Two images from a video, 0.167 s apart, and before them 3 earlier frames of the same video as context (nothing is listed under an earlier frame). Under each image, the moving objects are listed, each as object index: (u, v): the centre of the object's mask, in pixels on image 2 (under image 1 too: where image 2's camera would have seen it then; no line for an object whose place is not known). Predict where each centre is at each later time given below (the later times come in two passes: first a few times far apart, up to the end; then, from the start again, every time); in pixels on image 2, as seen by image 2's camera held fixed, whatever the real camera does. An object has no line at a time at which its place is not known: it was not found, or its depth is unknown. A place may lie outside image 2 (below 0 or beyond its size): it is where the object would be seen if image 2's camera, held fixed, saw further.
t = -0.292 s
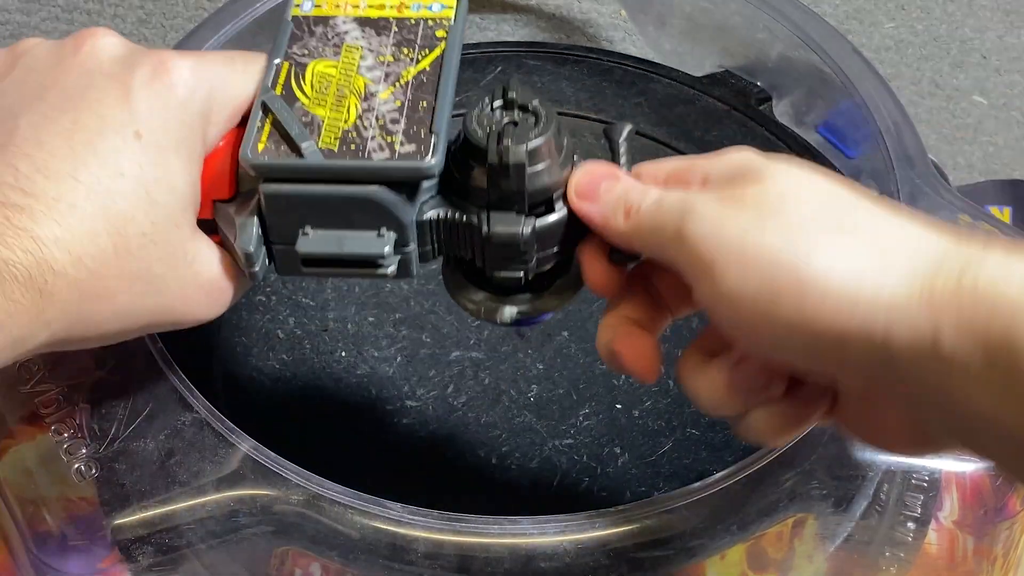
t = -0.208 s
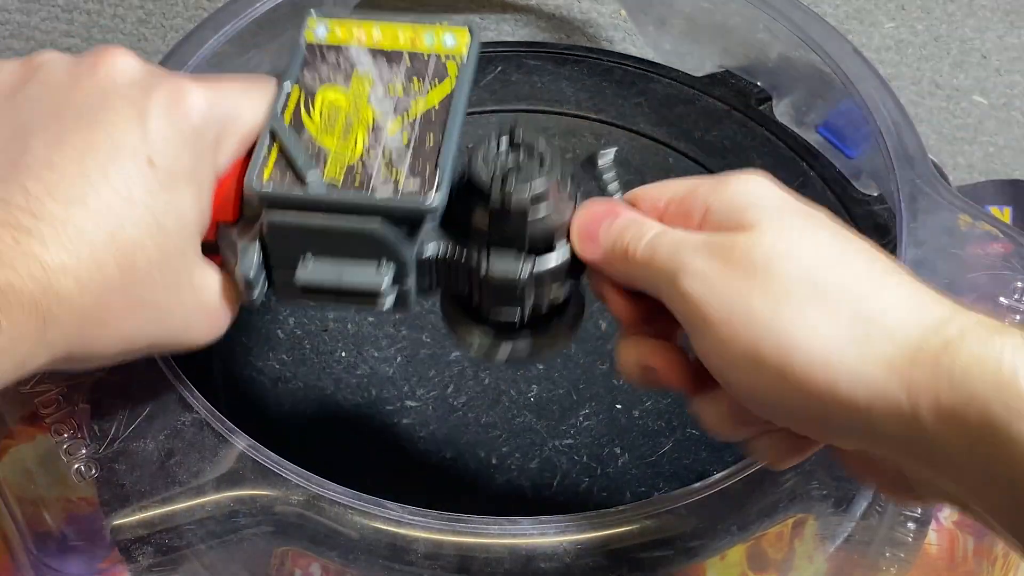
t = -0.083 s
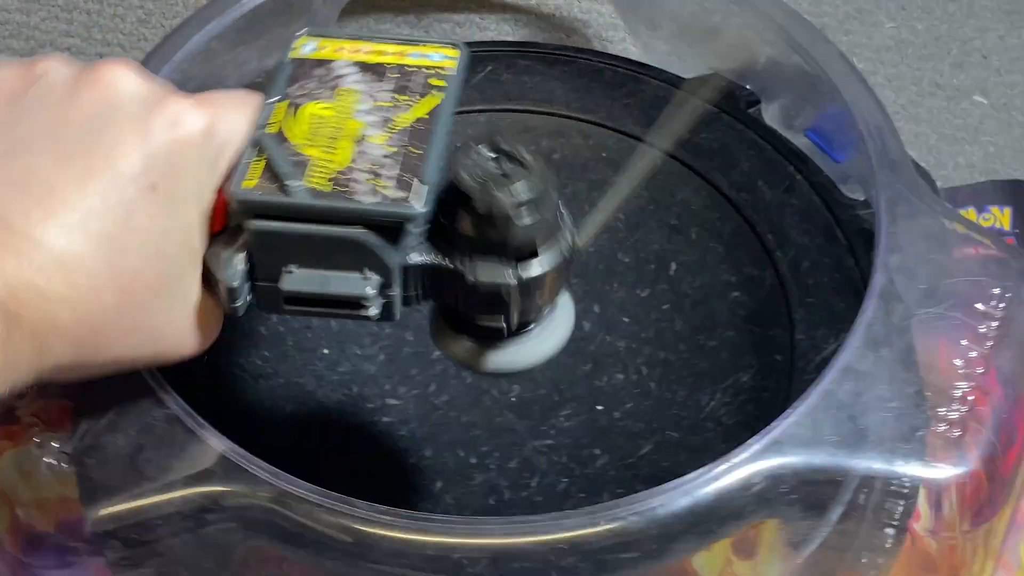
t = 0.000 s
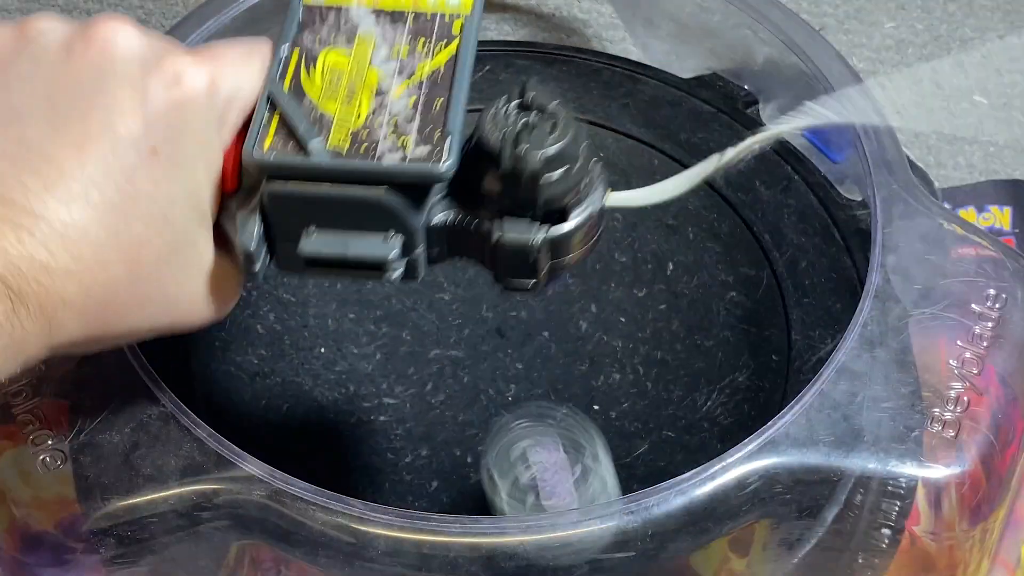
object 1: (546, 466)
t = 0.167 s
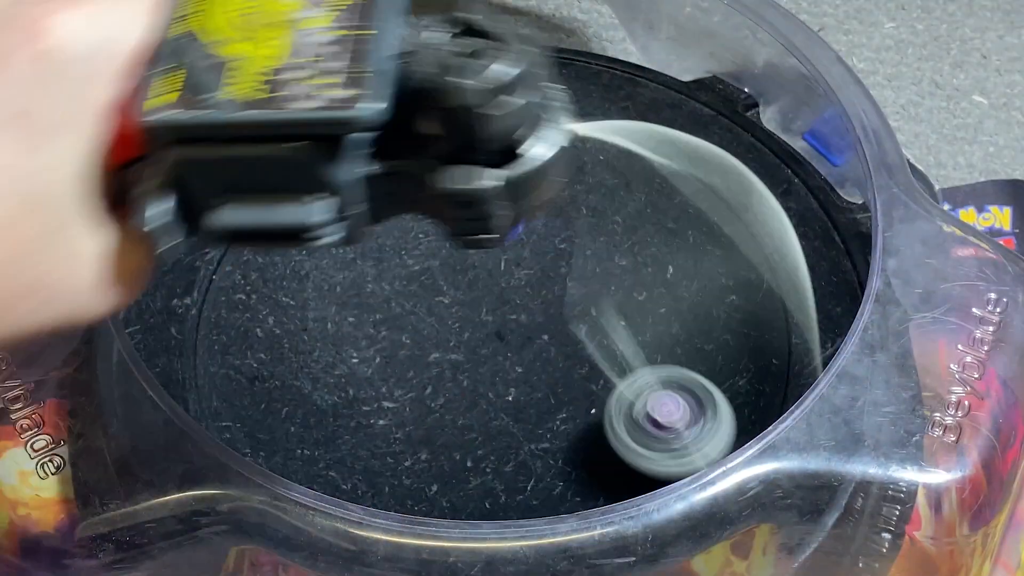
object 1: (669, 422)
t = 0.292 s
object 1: (690, 303)
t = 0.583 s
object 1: (323, 183)
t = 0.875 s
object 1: (410, 541)
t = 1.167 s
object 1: (753, 236)
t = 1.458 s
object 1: (287, 164)
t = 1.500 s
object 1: (235, 227)
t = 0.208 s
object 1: (685, 384)
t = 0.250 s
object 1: (696, 345)
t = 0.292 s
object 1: (690, 303)
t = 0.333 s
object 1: (669, 258)
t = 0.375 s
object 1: (631, 216)
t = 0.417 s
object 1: (581, 185)
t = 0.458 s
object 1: (522, 163)
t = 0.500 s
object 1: (455, 157)
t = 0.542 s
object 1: (390, 163)
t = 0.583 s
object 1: (323, 183)
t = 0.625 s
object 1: (264, 217)
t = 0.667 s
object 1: (217, 263)
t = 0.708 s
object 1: (205, 327)
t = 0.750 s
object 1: (228, 387)
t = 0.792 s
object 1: (252, 461)
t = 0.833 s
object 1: (327, 515)
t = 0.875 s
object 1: (410, 541)
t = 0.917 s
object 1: (509, 544)
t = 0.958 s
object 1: (609, 533)
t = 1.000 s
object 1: (673, 464)
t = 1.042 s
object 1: (727, 419)
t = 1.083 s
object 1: (766, 364)
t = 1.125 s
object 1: (775, 300)
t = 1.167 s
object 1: (753, 236)
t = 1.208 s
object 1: (711, 178)
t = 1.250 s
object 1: (654, 131)
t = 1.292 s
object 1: (583, 105)
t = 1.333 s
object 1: (507, 93)
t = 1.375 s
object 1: (427, 101)
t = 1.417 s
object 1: (353, 127)
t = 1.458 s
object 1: (287, 164)
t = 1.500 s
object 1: (235, 227)
